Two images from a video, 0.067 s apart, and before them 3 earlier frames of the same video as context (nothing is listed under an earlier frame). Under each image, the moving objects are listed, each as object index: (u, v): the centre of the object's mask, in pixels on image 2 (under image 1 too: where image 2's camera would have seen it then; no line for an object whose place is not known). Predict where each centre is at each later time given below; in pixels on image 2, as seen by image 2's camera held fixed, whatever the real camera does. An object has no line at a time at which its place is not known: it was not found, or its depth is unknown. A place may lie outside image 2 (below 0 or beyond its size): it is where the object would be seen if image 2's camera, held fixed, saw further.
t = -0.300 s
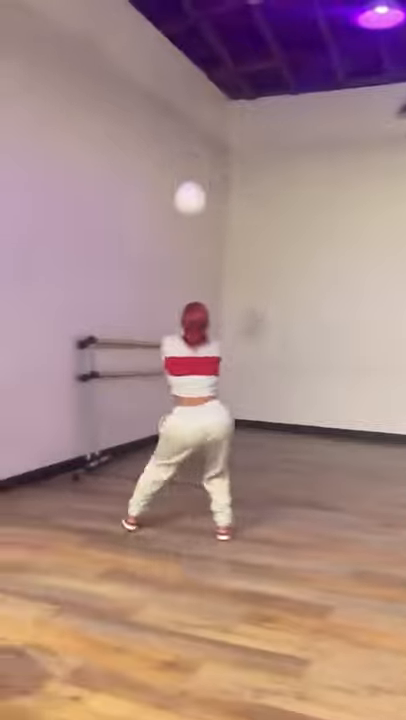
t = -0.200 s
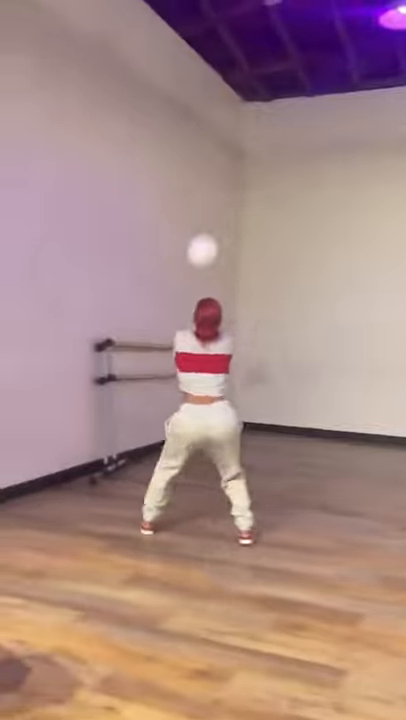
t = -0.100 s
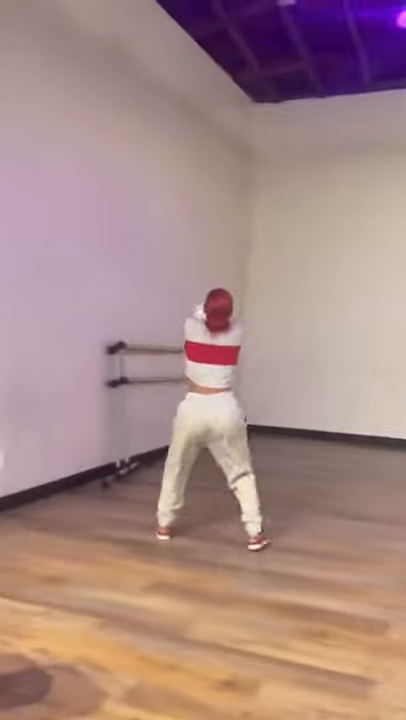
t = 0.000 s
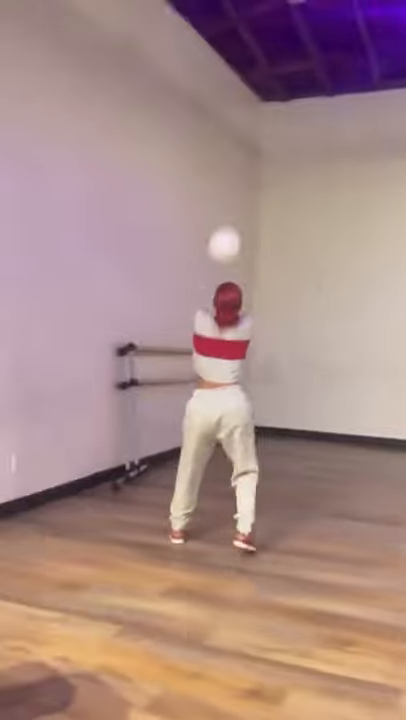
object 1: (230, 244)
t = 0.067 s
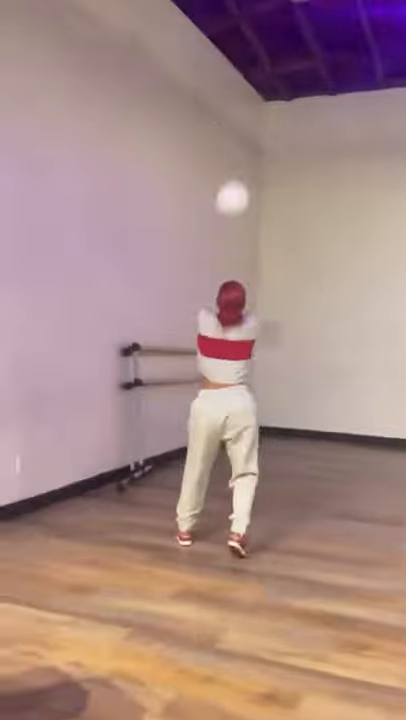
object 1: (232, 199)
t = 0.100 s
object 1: (235, 177)
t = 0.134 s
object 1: (237, 158)
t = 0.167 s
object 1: (239, 140)
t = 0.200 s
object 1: (242, 124)
